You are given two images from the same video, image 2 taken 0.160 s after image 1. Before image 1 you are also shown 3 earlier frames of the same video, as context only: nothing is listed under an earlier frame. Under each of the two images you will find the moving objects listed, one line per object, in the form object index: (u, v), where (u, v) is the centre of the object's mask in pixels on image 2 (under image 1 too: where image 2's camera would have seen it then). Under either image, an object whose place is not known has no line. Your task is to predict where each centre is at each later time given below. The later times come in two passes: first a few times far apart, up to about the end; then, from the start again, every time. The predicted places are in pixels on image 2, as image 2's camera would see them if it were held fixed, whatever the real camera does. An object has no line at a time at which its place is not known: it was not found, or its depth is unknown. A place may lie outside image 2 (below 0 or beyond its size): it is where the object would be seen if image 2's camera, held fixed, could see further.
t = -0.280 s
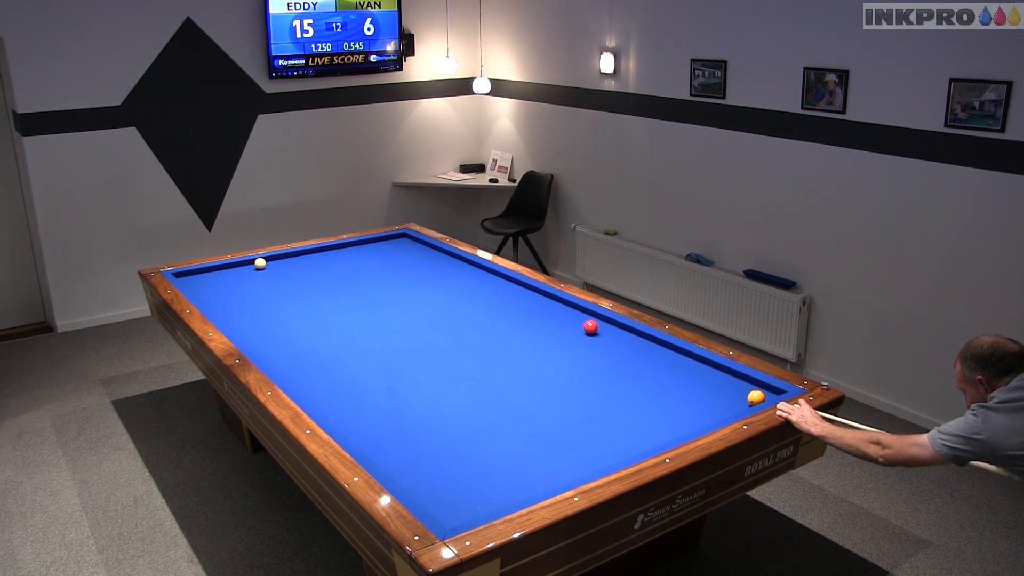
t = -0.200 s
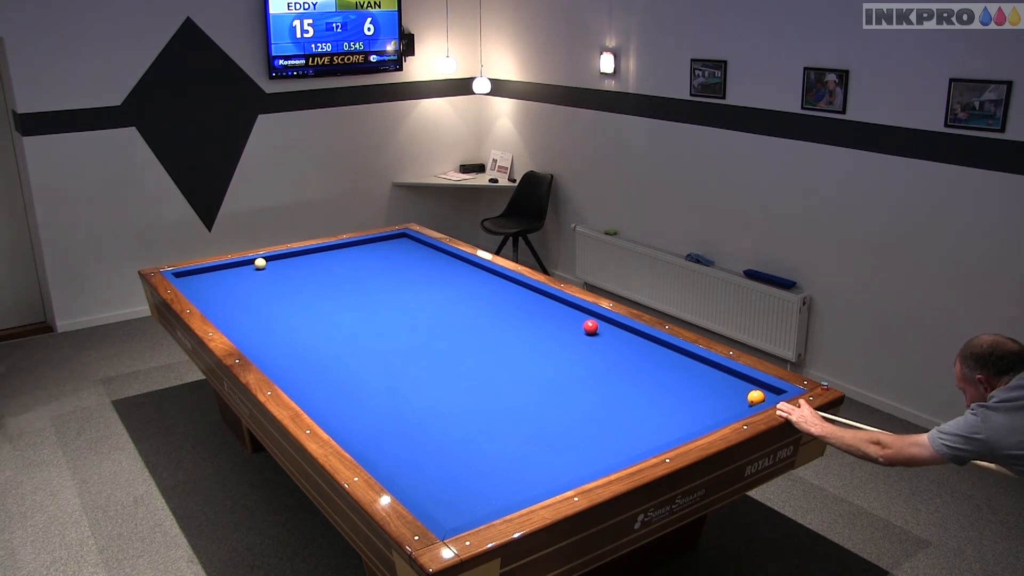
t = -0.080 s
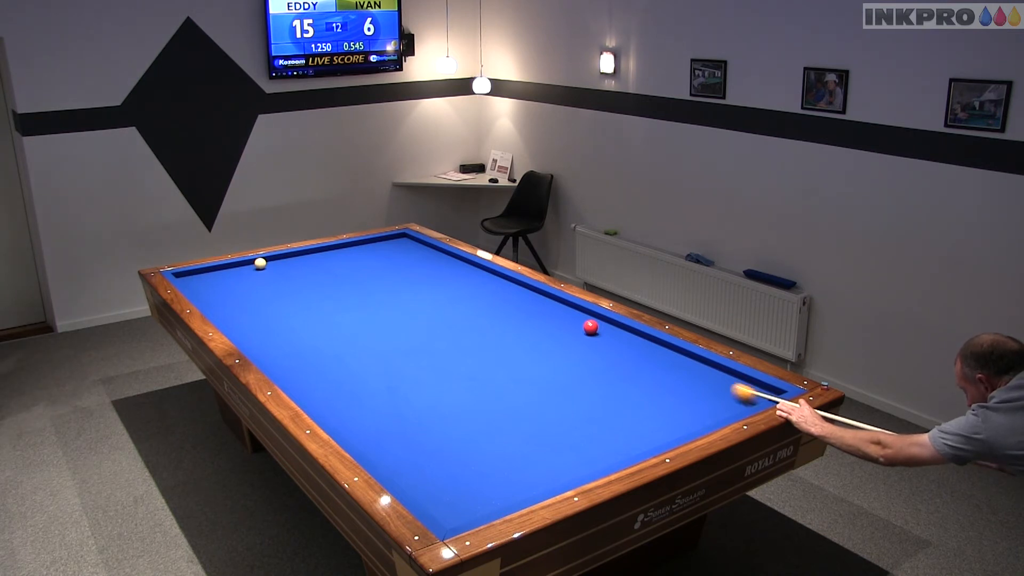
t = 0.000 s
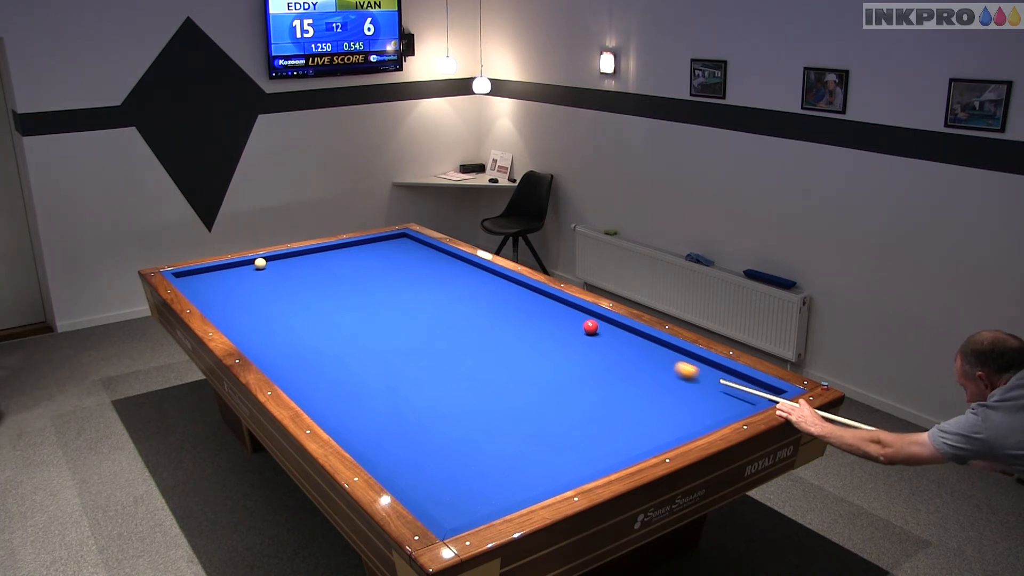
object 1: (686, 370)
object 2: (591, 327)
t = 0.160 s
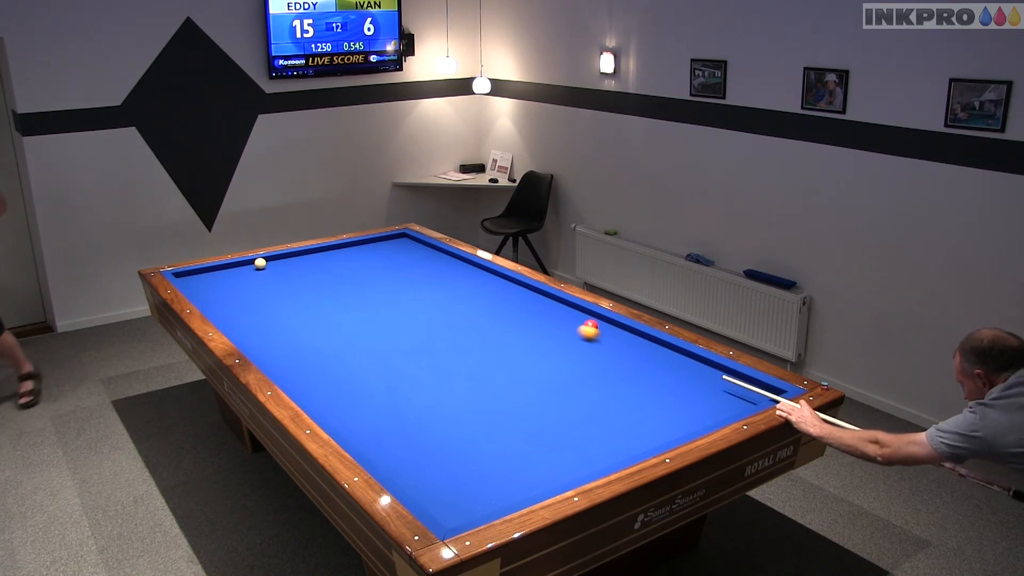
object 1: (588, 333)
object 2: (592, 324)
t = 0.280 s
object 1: (516, 322)
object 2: (590, 316)
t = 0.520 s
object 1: (389, 300)
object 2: (537, 316)
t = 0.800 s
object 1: (270, 276)
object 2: (483, 316)
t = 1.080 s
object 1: (218, 281)
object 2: (431, 316)
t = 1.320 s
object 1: (215, 307)
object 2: (387, 316)
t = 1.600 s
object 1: (259, 323)
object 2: (337, 316)
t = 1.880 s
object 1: (303, 340)
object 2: (289, 316)
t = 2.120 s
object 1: (344, 355)
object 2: (248, 316)
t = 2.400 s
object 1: (398, 374)
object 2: (228, 311)
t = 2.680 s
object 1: (458, 397)
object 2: (240, 303)
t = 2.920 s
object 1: (514, 417)
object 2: (249, 297)
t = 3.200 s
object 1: (588, 444)
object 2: (259, 290)
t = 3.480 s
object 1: (614, 436)
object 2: (268, 284)
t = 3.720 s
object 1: (610, 413)
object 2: (275, 278)
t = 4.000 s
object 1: (605, 389)
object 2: (283, 273)
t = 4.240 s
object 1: (602, 372)
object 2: (290, 268)
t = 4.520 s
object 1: (599, 353)
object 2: (297, 264)
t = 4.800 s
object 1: (595, 337)
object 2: (303, 259)
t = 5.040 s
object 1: (593, 324)
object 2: (309, 255)
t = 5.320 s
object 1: (584, 313)
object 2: (315, 251)
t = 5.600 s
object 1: (557, 308)
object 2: (321, 249)
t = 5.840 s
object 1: (536, 305)
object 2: (329, 249)
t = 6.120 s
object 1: (512, 301)
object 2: (337, 249)
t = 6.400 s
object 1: (490, 297)
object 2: (344, 249)
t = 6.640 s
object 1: (472, 294)
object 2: (350, 249)
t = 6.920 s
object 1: (452, 291)
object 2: (357, 249)
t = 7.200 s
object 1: (433, 287)
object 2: (363, 249)
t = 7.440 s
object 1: (418, 284)
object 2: (367, 249)
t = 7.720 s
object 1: (401, 282)
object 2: (372, 249)
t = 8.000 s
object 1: (385, 279)
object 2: (376, 248)
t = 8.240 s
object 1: (372, 276)
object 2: (379, 248)
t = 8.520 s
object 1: (358, 274)
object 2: (383, 248)
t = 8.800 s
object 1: (345, 272)
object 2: (385, 248)
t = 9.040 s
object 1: (334, 270)
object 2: (388, 248)
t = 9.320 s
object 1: (322, 267)
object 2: (389, 248)
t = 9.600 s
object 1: (311, 265)
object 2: (390, 248)
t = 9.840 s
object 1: (302, 264)
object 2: (391, 248)
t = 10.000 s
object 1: (296, 263)
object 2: (390, 248)
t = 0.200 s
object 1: (564, 329)
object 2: (594, 322)
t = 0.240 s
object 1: (539, 325)
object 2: (596, 317)
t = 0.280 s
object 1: (516, 322)
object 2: (590, 316)
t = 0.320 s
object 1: (492, 319)
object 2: (580, 316)
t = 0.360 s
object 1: (471, 315)
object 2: (570, 316)
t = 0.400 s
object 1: (449, 311)
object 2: (561, 316)
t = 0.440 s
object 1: (429, 307)
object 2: (553, 316)
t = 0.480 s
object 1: (409, 303)
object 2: (545, 316)
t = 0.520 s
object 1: (389, 300)
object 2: (537, 316)
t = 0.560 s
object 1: (371, 296)
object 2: (530, 316)
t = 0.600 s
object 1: (353, 292)
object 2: (522, 316)
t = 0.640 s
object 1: (335, 289)
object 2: (514, 316)
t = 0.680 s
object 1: (318, 286)
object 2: (507, 316)
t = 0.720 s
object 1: (301, 283)
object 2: (499, 316)
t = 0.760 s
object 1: (285, 279)
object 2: (491, 316)
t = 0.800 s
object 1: (270, 276)
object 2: (483, 316)
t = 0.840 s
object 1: (254, 273)
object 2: (476, 316)
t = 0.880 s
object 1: (240, 270)
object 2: (468, 316)
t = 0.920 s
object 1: (226, 267)
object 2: (461, 316)
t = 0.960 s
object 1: (218, 268)
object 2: (453, 316)
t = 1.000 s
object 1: (218, 272)
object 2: (446, 316)
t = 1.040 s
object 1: (218, 277)
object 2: (438, 316)
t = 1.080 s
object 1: (218, 281)
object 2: (431, 316)
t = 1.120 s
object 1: (218, 286)
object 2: (423, 316)
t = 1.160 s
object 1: (217, 290)
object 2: (416, 316)
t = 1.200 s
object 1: (216, 295)
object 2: (408, 316)
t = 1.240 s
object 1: (216, 299)
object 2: (401, 316)
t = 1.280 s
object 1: (214, 304)
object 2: (394, 316)
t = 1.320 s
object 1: (215, 307)
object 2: (387, 316)
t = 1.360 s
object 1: (222, 310)
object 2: (379, 316)
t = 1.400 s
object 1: (229, 312)
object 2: (372, 316)
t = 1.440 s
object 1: (235, 314)
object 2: (365, 316)
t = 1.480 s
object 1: (241, 316)
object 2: (358, 316)
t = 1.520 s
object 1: (247, 318)
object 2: (351, 316)
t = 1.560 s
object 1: (253, 321)
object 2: (344, 316)
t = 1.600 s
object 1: (259, 323)
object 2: (337, 316)
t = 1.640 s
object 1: (265, 325)
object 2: (330, 316)
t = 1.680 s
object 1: (271, 327)
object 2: (323, 316)
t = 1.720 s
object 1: (277, 330)
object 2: (316, 316)
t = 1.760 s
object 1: (283, 332)
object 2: (309, 316)
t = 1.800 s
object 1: (290, 334)
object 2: (302, 316)
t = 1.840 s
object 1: (296, 337)
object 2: (295, 316)
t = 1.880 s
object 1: (303, 340)
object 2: (289, 316)
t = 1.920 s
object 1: (309, 342)
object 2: (282, 316)
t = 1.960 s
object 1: (316, 344)
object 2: (275, 316)
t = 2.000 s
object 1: (323, 347)
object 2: (268, 316)
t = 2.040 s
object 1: (330, 350)
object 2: (262, 315)
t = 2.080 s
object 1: (337, 352)
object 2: (255, 315)
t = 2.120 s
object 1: (344, 355)
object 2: (248, 316)
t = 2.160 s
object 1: (351, 358)
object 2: (242, 315)
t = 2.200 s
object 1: (359, 360)
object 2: (235, 315)
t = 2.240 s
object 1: (366, 363)
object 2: (229, 315)
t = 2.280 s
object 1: (374, 366)
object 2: (223, 315)
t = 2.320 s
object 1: (382, 369)
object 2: (223, 314)
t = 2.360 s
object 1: (390, 372)
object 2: (226, 313)
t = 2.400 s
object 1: (398, 374)
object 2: (228, 311)
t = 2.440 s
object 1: (406, 378)
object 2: (230, 310)
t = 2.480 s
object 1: (414, 381)
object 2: (232, 309)
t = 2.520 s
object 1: (423, 384)
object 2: (233, 308)
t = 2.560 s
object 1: (431, 387)
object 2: (235, 307)
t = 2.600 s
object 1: (440, 390)
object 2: (237, 305)
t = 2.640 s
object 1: (449, 393)
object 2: (238, 304)
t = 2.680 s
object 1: (458, 397)
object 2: (240, 303)
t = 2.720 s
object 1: (467, 400)
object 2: (241, 302)
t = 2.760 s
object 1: (476, 403)
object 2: (243, 301)
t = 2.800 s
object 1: (485, 407)
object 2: (244, 300)
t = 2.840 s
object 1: (495, 410)
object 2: (246, 299)
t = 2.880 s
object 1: (505, 414)
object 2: (247, 298)
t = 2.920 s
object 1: (514, 417)
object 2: (249, 297)
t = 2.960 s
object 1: (525, 421)
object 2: (250, 296)
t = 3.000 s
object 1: (534, 424)
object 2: (252, 295)
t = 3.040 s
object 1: (545, 428)
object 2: (253, 294)
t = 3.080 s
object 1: (555, 432)
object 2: (255, 293)
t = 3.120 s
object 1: (566, 436)
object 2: (256, 292)
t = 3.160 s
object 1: (577, 439)
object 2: (258, 291)
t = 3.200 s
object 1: (588, 444)
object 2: (259, 290)
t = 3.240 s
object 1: (599, 447)
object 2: (260, 289)
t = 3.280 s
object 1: (610, 451)
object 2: (261, 288)
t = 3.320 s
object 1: (621, 453)
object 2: (263, 287)
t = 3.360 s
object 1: (620, 450)
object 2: (264, 286)
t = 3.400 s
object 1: (618, 445)
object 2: (266, 285)
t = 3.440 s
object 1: (616, 440)
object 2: (267, 284)
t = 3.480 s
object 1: (614, 436)
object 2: (268, 284)
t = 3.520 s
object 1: (613, 432)
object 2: (269, 283)
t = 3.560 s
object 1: (613, 428)
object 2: (270, 282)
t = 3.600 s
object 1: (612, 424)
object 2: (272, 281)
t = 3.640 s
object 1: (611, 420)
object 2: (273, 280)
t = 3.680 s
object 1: (610, 416)
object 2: (274, 279)
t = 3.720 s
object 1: (610, 413)
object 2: (275, 278)
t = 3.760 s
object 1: (609, 409)
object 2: (277, 278)
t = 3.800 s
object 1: (609, 406)
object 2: (278, 277)
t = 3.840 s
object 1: (608, 402)
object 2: (279, 276)
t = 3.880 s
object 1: (607, 399)
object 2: (280, 275)
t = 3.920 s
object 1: (607, 396)
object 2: (281, 274)
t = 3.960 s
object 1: (606, 393)
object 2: (282, 273)
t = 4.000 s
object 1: (605, 389)
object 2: (283, 273)
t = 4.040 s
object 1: (605, 386)
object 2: (284, 272)
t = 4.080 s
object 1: (604, 383)
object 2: (285, 271)
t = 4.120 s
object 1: (604, 381)
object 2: (287, 271)
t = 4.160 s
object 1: (603, 378)
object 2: (288, 270)
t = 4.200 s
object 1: (602, 374)
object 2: (289, 269)
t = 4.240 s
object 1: (602, 372)
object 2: (290, 268)
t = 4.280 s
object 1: (602, 369)
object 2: (291, 268)
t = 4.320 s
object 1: (601, 366)
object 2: (292, 267)
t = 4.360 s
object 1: (600, 364)
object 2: (293, 266)
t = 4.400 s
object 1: (600, 361)
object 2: (294, 266)
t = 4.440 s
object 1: (599, 358)
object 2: (295, 265)
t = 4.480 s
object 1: (599, 356)
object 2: (296, 264)
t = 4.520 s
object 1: (599, 353)
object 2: (297, 264)
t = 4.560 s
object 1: (598, 351)
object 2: (298, 263)
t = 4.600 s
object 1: (597, 348)
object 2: (299, 262)
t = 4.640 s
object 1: (597, 346)
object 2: (300, 262)
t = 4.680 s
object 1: (597, 344)
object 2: (301, 261)
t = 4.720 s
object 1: (596, 341)
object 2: (302, 260)
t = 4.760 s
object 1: (596, 339)
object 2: (303, 260)
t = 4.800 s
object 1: (595, 337)
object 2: (303, 259)
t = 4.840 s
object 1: (595, 334)
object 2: (304, 259)
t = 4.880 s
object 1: (595, 332)
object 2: (305, 258)
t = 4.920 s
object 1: (594, 330)
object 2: (306, 257)
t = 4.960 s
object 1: (594, 328)
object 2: (307, 257)
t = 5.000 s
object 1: (594, 326)
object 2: (308, 256)
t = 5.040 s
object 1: (593, 324)
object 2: (309, 255)
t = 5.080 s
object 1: (593, 322)
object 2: (310, 255)
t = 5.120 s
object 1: (592, 320)
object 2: (310, 254)
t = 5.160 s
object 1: (592, 318)
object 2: (311, 254)
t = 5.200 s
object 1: (591, 316)
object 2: (312, 253)
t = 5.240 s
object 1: (591, 314)
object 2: (313, 253)
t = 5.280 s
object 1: (588, 314)
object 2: (314, 252)
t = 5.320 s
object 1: (584, 313)
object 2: (315, 251)
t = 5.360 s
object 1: (580, 312)
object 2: (316, 251)
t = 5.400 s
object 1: (576, 312)
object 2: (316, 250)
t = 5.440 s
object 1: (572, 311)
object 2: (317, 250)
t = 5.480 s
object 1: (569, 310)
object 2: (318, 249)
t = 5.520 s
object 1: (565, 310)
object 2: (319, 249)
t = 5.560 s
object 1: (562, 309)
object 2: (320, 249)
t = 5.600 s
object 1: (557, 308)
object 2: (321, 249)
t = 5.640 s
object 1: (554, 308)
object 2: (323, 249)
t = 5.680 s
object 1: (550, 307)
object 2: (324, 249)
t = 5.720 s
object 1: (547, 306)
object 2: (325, 249)
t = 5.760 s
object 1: (543, 306)
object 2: (326, 249)
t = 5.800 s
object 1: (540, 305)
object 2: (327, 249)
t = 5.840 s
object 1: (536, 305)
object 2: (329, 249)
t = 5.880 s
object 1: (533, 304)
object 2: (330, 249)
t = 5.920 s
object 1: (529, 304)
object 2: (331, 249)
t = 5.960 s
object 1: (526, 303)
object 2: (332, 249)
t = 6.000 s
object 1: (522, 302)
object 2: (333, 249)
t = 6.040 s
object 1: (519, 302)
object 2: (335, 249)
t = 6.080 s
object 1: (516, 301)
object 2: (336, 249)
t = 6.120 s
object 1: (512, 301)
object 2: (337, 249)
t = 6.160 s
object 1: (509, 300)
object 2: (338, 249)
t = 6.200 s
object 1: (506, 300)
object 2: (339, 249)
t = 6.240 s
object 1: (503, 299)
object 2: (340, 249)
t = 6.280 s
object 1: (499, 298)
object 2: (341, 249)
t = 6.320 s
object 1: (496, 298)
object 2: (343, 249)
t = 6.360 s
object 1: (493, 297)
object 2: (343, 249)
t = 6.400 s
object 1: (490, 297)
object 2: (344, 249)
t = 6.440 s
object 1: (487, 296)
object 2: (345, 248)
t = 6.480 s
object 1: (484, 296)
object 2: (346, 248)
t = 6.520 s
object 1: (481, 295)
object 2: (347, 249)
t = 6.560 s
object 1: (478, 295)
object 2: (348, 248)
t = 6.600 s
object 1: (475, 294)
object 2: (349, 249)
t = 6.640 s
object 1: (472, 294)
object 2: (350, 249)
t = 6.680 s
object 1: (469, 293)
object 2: (351, 248)
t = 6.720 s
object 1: (466, 293)
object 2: (352, 249)
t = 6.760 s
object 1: (463, 292)
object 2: (353, 249)
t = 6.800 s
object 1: (460, 292)
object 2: (354, 248)
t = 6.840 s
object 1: (457, 291)
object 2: (355, 249)
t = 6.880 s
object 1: (455, 291)
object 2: (356, 249)
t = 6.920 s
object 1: (452, 291)
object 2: (357, 249)
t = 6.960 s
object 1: (449, 290)
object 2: (358, 249)
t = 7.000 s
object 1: (446, 289)
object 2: (358, 249)
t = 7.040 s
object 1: (444, 289)
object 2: (359, 249)
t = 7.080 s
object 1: (441, 289)
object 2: (360, 249)
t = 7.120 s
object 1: (438, 288)
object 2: (361, 249)
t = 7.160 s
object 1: (436, 288)
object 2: (362, 248)
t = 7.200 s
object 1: (433, 287)
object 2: (363, 249)
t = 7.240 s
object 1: (430, 287)
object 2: (363, 249)
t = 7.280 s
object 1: (428, 286)
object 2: (364, 248)
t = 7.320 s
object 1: (425, 286)
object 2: (365, 249)
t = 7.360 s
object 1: (423, 285)
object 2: (365, 249)
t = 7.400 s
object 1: (420, 285)
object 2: (366, 249)
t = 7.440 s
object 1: (418, 284)
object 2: (367, 249)
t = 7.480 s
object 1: (415, 284)
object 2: (368, 249)
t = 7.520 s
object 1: (413, 284)
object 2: (368, 249)
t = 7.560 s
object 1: (410, 283)
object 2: (369, 249)
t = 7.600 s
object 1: (408, 283)
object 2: (370, 249)
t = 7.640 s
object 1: (406, 282)
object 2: (370, 249)
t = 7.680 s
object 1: (403, 282)
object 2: (371, 249)
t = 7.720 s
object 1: (401, 282)
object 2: (372, 249)
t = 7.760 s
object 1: (399, 281)
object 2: (373, 249)
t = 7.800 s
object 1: (396, 281)
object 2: (373, 249)
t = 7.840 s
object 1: (394, 280)
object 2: (374, 249)
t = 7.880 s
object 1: (392, 280)
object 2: (374, 248)
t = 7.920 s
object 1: (390, 280)
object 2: (375, 249)
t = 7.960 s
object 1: (387, 279)
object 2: (375, 249)
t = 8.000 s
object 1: (385, 279)
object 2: (376, 248)
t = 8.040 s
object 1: (383, 278)
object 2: (377, 248)
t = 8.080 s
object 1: (381, 278)
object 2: (377, 248)
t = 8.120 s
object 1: (378, 278)
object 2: (378, 248)
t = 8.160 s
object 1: (376, 277)
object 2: (378, 248)
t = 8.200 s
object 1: (374, 277)
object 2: (379, 248)
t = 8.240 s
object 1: (372, 276)
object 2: (379, 248)
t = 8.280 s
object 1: (370, 276)
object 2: (380, 248)
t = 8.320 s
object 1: (368, 276)
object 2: (380, 248)
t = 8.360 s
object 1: (366, 275)
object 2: (381, 248)
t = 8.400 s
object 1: (364, 275)
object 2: (381, 248)
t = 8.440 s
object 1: (362, 275)
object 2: (382, 248)
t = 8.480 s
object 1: (360, 274)
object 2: (382, 248)
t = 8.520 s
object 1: (358, 274)
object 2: (383, 248)
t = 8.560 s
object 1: (356, 274)
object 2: (383, 248)
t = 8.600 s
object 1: (354, 273)
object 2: (383, 248)
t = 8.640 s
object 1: (352, 273)
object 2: (384, 248)
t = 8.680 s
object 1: (350, 273)
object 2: (384, 248)
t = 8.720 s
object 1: (348, 272)
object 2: (385, 248)
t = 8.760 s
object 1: (346, 272)
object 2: (385, 248)
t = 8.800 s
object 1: (345, 272)
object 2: (385, 248)
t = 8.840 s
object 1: (343, 271)
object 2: (386, 248)
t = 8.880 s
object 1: (341, 271)
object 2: (386, 248)
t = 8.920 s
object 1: (339, 271)
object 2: (386, 248)
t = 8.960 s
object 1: (337, 270)
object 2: (387, 248)
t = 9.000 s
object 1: (335, 270)
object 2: (387, 248)
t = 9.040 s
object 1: (334, 270)
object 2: (388, 248)
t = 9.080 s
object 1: (332, 269)
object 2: (388, 248)
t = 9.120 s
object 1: (330, 269)
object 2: (388, 248)
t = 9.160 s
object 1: (329, 269)
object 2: (388, 248)
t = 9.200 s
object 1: (327, 268)
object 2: (388, 248)
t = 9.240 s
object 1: (325, 268)
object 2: (389, 248)
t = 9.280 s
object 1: (323, 268)
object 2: (389, 248)
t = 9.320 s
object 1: (322, 267)
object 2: (389, 248)
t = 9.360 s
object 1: (320, 267)
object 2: (389, 248)
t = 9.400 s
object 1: (319, 267)
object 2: (389, 248)
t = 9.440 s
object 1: (317, 266)
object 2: (390, 248)
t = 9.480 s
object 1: (316, 266)
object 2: (390, 248)
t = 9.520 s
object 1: (314, 266)
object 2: (390, 248)
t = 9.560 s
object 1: (312, 265)
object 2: (390, 248)
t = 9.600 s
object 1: (311, 265)
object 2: (390, 248)
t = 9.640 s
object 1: (309, 265)
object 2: (390, 248)
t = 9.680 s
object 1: (308, 265)
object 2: (390, 248)
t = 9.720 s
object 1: (306, 264)
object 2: (390, 248)
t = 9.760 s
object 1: (305, 264)
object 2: (390, 248)
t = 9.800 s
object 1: (303, 264)
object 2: (390, 248)
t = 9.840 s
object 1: (302, 264)
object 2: (391, 248)
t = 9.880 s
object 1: (300, 263)
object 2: (391, 248)
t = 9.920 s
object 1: (299, 263)
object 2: (390, 248)
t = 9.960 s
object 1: (298, 263)
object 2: (391, 248)
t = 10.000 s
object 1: (296, 263)
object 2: (390, 248)
